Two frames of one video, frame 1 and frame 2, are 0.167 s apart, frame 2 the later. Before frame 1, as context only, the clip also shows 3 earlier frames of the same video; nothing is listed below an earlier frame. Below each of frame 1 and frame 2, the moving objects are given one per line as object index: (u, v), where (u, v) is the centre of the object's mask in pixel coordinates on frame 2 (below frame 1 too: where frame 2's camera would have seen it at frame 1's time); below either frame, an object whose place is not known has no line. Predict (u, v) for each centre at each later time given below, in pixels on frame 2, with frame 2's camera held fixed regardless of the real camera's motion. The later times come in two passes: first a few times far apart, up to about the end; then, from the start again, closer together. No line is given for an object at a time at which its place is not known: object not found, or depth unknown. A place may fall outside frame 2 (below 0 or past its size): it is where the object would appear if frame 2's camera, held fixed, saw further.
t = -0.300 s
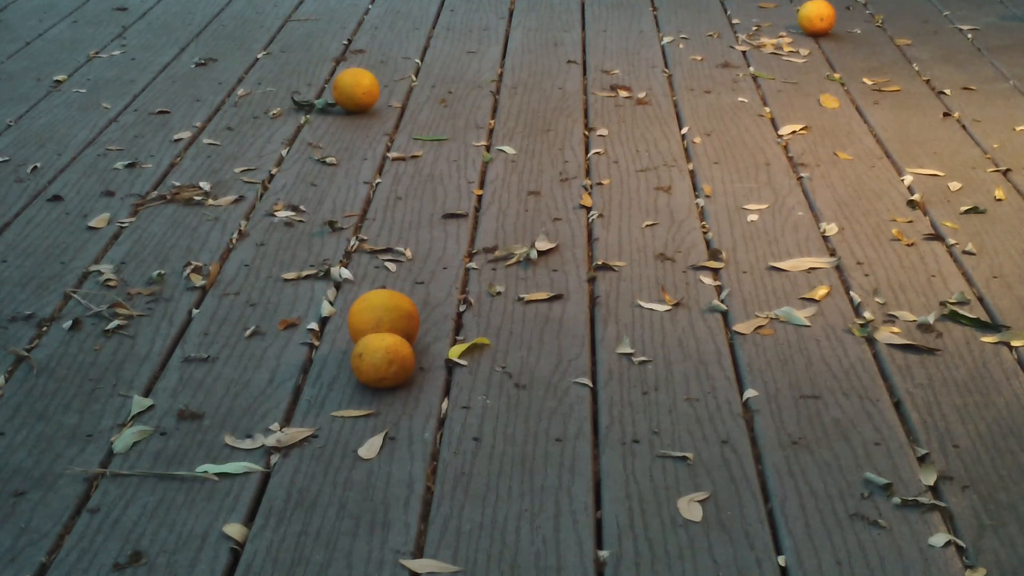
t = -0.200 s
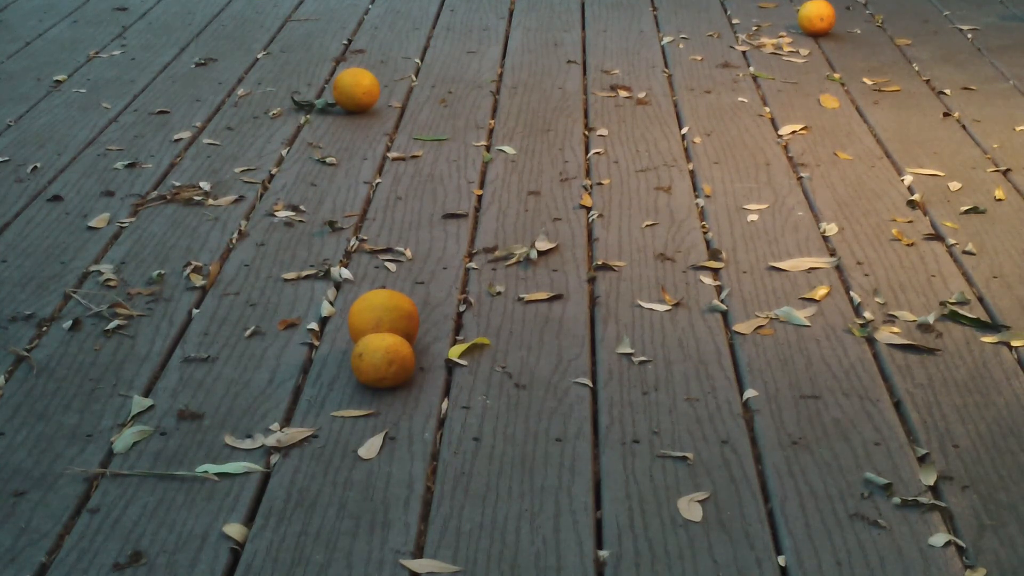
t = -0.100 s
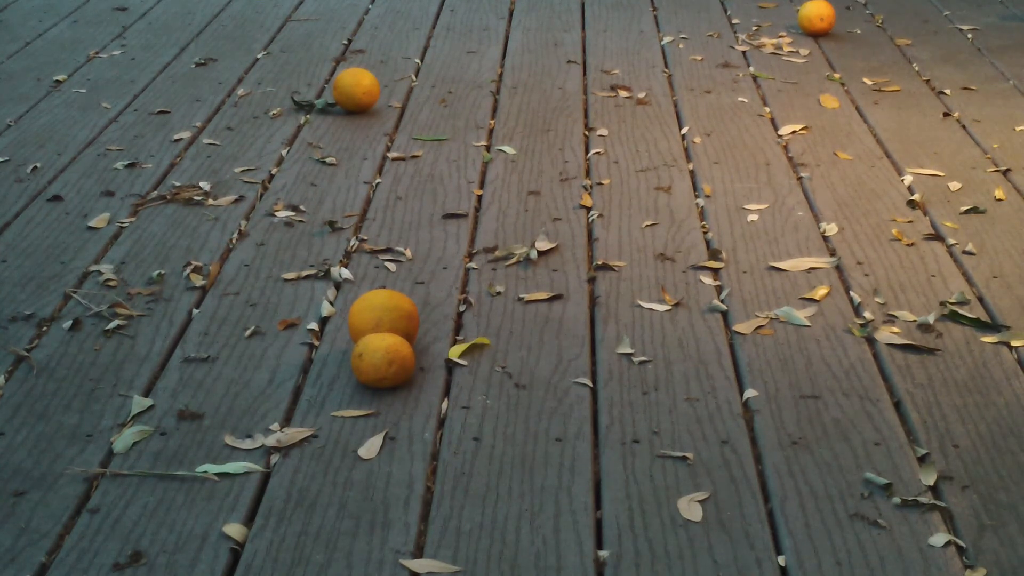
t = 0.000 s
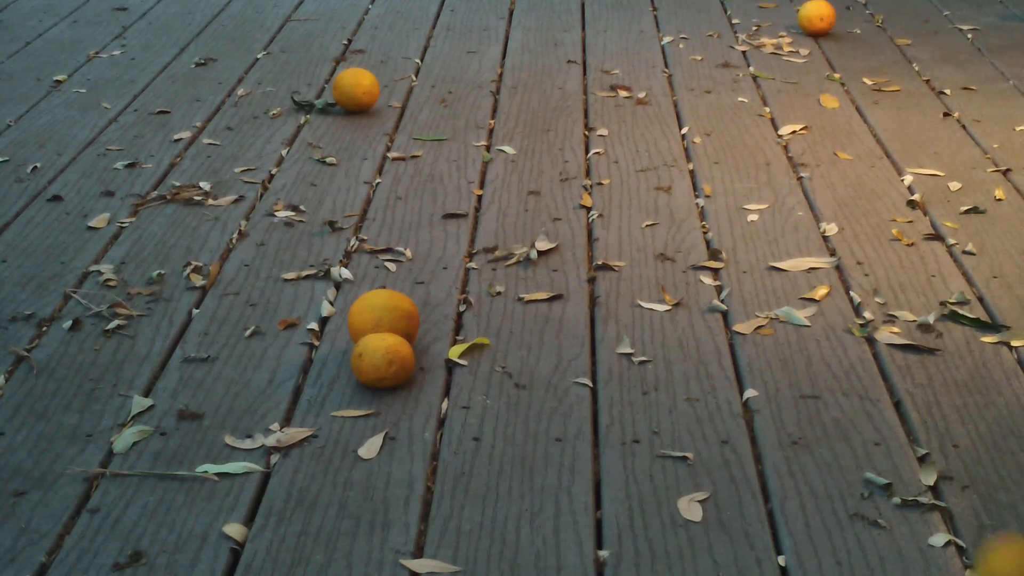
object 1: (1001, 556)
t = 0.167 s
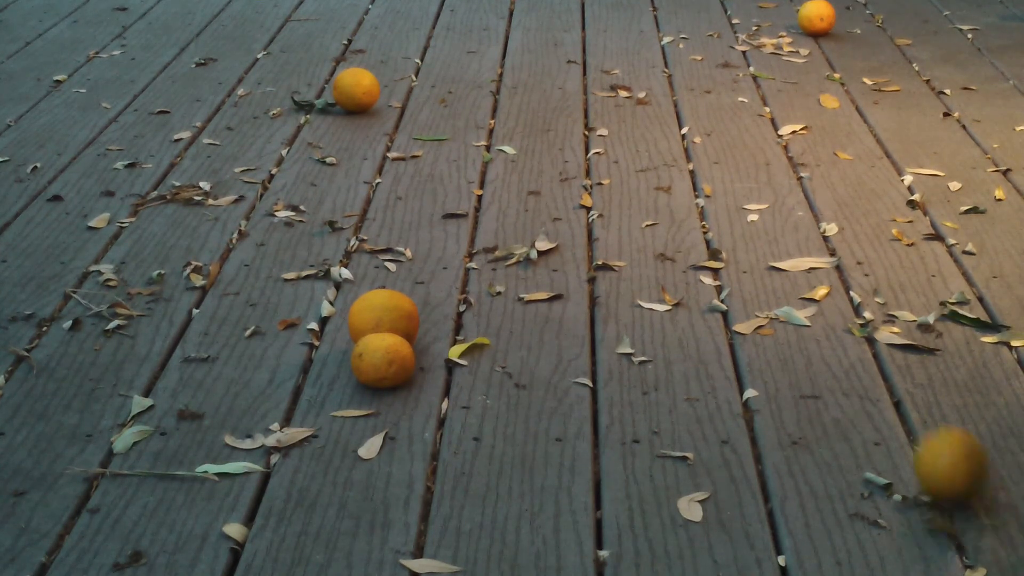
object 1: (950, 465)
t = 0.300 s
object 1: (914, 399)
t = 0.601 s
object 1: (846, 292)
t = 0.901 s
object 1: (786, 225)
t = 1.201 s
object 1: (725, 180)
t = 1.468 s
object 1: (666, 155)
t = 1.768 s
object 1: (598, 132)
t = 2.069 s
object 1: (532, 121)
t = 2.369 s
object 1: (468, 115)
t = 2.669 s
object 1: (410, 111)
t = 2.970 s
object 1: (367, 107)
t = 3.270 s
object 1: (340, 105)
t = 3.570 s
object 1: (315, 107)
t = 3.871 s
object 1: (299, 110)
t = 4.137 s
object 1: (312, 109)
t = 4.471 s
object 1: (309, 109)
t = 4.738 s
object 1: (311, 110)
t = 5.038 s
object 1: (310, 110)
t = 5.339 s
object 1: (310, 110)
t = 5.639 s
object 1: (310, 110)
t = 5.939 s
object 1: (310, 110)
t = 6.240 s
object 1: (310, 110)
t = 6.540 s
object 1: (310, 110)
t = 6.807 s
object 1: (310, 110)
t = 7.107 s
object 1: (310, 110)
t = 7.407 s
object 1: (310, 110)
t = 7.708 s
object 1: (310, 110)
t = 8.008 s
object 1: (310, 110)
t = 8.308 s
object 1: (310, 110)
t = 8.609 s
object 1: (310, 110)
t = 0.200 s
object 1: (942, 448)
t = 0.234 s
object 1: (932, 431)
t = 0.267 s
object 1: (923, 409)
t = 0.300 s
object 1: (914, 399)
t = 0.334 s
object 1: (903, 382)
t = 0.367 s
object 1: (894, 372)
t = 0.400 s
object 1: (886, 358)
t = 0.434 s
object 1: (879, 344)
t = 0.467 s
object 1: (873, 332)
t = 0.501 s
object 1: (866, 323)
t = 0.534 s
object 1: (859, 311)
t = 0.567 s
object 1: (853, 301)
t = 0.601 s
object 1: (846, 292)
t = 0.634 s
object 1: (840, 284)
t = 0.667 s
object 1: (831, 273)
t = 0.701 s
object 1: (824, 266)
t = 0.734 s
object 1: (817, 260)
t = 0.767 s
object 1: (810, 251)
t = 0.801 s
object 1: (803, 243)
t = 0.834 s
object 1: (798, 235)
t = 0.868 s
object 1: (792, 231)
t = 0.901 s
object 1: (786, 225)
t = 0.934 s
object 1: (780, 219)
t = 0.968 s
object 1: (773, 212)
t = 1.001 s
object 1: (766, 207)
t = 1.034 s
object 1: (760, 204)
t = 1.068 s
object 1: (753, 198)
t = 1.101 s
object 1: (746, 193)
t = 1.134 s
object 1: (739, 189)
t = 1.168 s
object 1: (733, 184)
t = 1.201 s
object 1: (725, 180)
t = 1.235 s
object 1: (718, 176)
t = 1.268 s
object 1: (711, 172)
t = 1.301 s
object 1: (704, 168)
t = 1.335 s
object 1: (697, 165)
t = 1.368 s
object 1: (690, 164)
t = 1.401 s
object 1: (681, 161)
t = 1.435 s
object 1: (674, 159)
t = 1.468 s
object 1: (666, 155)
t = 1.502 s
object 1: (658, 152)
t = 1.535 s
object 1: (651, 149)
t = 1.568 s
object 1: (643, 146)
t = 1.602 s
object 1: (635, 144)
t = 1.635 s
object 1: (627, 142)
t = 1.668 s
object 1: (620, 139)
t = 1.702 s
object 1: (612, 137)
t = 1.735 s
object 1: (605, 134)
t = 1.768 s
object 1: (598, 132)
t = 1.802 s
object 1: (591, 130)
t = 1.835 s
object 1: (584, 131)
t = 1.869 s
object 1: (576, 129)
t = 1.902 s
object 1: (569, 129)
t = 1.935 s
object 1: (561, 127)
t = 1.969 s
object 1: (554, 125)
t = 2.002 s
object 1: (546, 123)
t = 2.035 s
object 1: (539, 123)
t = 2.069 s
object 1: (532, 121)
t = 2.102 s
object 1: (525, 120)
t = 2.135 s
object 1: (517, 119)
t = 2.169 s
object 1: (511, 119)
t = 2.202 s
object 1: (503, 118)
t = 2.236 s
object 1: (496, 117)
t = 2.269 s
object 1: (489, 116)
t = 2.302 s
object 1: (483, 115)
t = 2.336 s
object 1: (476, 115)
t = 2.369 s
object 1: (468, 115)
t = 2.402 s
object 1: (462, 114)
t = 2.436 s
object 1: (455, 114)
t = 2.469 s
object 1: (447, 114)
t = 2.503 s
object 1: (441, 113)
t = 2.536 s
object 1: (434, 114)
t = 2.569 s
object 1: (428, 113)
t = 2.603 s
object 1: (422, 112)
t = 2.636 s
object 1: (416, 112)
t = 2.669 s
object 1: (410, 111)
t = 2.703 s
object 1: (405, 111)
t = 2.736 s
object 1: (400, 111)
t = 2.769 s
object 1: (395, 110)
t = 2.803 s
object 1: (390, 109)
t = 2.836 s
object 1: (385, 109)
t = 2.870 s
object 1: (381, 109)
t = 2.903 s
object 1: (376, 108)
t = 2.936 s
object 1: (371, 108)
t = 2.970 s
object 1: (367, 107)
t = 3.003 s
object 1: (363, 106)
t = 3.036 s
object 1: (360, 105)
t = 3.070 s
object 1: (357, 105)
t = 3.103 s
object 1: (354, 104)
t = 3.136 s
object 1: (351, 103)
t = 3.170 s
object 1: (349, 103)
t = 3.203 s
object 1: (345, 105)
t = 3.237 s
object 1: (343, 104)
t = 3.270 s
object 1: (340, 105)
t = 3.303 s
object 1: (338, 105)
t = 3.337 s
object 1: (336, 105)
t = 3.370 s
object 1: (334, 106)
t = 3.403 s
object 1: (332, 106)
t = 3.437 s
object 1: (329, 106)
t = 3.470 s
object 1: (327, 106)
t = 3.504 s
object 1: (323, 106)
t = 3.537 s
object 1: (320, 107)
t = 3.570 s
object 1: (315, 107)
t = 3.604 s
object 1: (311, 108)
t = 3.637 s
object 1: (307, 108)
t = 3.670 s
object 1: (302, 108)
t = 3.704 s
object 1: (300, 109)
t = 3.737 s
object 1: (299, 109)
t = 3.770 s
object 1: (299, 110)
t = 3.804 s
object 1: (299, 110)
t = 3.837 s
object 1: (299, 110)
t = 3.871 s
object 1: (299, 110)
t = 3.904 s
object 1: (299, 110)
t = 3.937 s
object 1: (299, 110)
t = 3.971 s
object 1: (301, 109)
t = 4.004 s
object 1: (303, 109)
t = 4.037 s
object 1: (304, 109)
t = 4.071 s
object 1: (307, 109)
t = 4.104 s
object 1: (310, 109)
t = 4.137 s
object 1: (312, 109)
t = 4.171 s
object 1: (314, 109)
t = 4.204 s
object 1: (314, 109)
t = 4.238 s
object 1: (314, 109)
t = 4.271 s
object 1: (313, 109)
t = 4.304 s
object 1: (311, 109)
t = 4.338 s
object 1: (309, 109)
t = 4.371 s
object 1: (307, 109)
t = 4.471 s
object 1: (309, 109)
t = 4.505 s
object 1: (311, 109)
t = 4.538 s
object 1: (311, 109)
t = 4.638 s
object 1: (310, 110)
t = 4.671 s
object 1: (309, 110)
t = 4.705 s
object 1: (310, 110)
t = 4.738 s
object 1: (311, 110)
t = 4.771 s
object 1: (311, 110)
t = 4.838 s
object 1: (310, 110)
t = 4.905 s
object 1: (310, 110)
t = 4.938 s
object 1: (310, 110)
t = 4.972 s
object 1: (310, 110)
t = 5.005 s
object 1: (310, 110)
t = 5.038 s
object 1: (310, 110)
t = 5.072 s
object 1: (310, 110)
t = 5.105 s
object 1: (310, 110)
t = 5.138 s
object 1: (310, 110)
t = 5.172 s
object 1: (310, 110)
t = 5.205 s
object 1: (310, 110)
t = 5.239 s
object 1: (310, 110)
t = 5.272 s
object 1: (310, 110)
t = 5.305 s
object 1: (310, 110)
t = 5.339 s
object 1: (310, 110)
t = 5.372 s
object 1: (310, 110)
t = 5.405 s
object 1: (310, 110)
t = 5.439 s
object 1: (310, 110)
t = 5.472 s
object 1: (310, 110)
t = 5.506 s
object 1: (310, 110)
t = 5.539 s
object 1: (310, 110)
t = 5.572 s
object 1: (310, 110)
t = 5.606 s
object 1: (310, 110)
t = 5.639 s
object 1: (310, 110)
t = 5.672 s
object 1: (310, 110)
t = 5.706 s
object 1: (310, 110)
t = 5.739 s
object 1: (310, 110)
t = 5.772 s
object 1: (310, 110)
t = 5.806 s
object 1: (310, 110)
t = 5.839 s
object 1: (310, 110)
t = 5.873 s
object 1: (310, 110)
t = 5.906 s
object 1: (310, 110)
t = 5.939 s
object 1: (310, 110)
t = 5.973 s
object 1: (310, 110)
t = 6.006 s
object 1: (310, 110)
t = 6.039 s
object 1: (310, 110)
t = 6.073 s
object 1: (310, 110)
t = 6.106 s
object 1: (310, 110)
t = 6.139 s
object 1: (310, 110)
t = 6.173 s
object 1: (310, 110)
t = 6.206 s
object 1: (310, 110)
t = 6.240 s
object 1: (310, 110)
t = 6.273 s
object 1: (310, 110)
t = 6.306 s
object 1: (310, 110)
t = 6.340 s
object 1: (310, 110)
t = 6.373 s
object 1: (310, 110)
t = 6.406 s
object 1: (310, 110)
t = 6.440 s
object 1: (310, 110)
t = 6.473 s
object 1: (310, 110)
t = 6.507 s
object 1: (310, 110)
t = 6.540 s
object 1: (310, 110)
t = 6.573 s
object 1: (310, 110)
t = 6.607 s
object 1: (310, 110)
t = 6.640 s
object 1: (310, 110)
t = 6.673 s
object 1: (310, 110)
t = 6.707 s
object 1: (310, 110)
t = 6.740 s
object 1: (310, 110)
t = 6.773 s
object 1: (310, 110)
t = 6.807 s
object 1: (310, 110)
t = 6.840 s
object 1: (310, 110)
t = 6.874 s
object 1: (310, 110)
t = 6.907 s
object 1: (310, 110)
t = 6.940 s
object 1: (310, 110)
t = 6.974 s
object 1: (310, 110)
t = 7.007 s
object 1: (310, 110)
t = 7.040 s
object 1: (310, 110)
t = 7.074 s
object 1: (310, 110)
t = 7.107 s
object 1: (310, 110)
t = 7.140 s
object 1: (310, 110)
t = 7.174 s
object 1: (310, 110)
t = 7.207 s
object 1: (310, 110)
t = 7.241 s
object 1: (310, 110)
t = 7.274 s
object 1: (310, 110)
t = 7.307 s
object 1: (310, 110)
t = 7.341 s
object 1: (310, 110)
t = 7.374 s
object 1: (310, 110)
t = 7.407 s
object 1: (310, 110)
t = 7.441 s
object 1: (310, 110)
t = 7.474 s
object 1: (310, 110)
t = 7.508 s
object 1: (310, 110)
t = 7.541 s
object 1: (310, 110)
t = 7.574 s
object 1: (310, 110)
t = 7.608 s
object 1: (310, 110)
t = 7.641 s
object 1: (310, 110)
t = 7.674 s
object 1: (310, 110)
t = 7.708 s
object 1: (310, 110)
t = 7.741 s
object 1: (310, 110)
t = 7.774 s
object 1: (310, 110)
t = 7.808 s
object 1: (310, 110)
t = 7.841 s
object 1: (310, 110)
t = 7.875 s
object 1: (310, 110)
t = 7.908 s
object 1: (310, 110)
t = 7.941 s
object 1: (310, 110)
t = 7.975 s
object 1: (310, 110)
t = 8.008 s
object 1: (310, 110)
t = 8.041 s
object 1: (310, 110)
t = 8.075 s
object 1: (310, 110)
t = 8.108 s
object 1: (310, 110)
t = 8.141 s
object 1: (310, 110)
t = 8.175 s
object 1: (310, 110)
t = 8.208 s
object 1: (310, 110)
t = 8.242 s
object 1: (310, 110)
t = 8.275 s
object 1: (310, 110)
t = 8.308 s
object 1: (310, 110)
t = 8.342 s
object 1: (310, 110)
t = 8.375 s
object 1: (310, 110)
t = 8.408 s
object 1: (310, 110)
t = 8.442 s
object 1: (310, 110)
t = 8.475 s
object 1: (310, 110)
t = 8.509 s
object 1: (310, 110)
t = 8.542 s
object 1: (310, 110)
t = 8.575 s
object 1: (310, 110)
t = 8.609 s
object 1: (310, 110)
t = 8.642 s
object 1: (310, 110)
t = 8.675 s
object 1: (310, 110)
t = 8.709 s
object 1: (310, 110)
